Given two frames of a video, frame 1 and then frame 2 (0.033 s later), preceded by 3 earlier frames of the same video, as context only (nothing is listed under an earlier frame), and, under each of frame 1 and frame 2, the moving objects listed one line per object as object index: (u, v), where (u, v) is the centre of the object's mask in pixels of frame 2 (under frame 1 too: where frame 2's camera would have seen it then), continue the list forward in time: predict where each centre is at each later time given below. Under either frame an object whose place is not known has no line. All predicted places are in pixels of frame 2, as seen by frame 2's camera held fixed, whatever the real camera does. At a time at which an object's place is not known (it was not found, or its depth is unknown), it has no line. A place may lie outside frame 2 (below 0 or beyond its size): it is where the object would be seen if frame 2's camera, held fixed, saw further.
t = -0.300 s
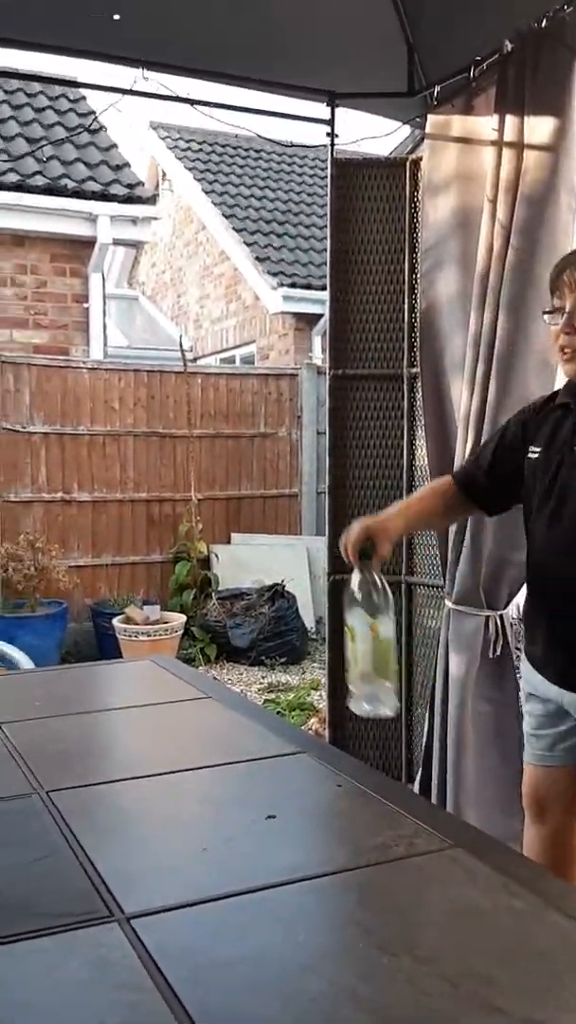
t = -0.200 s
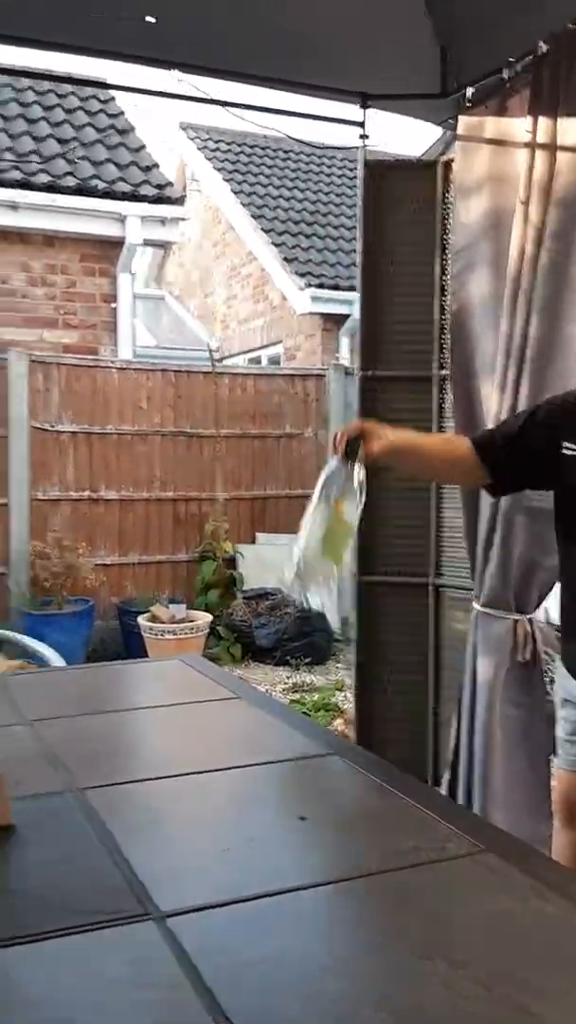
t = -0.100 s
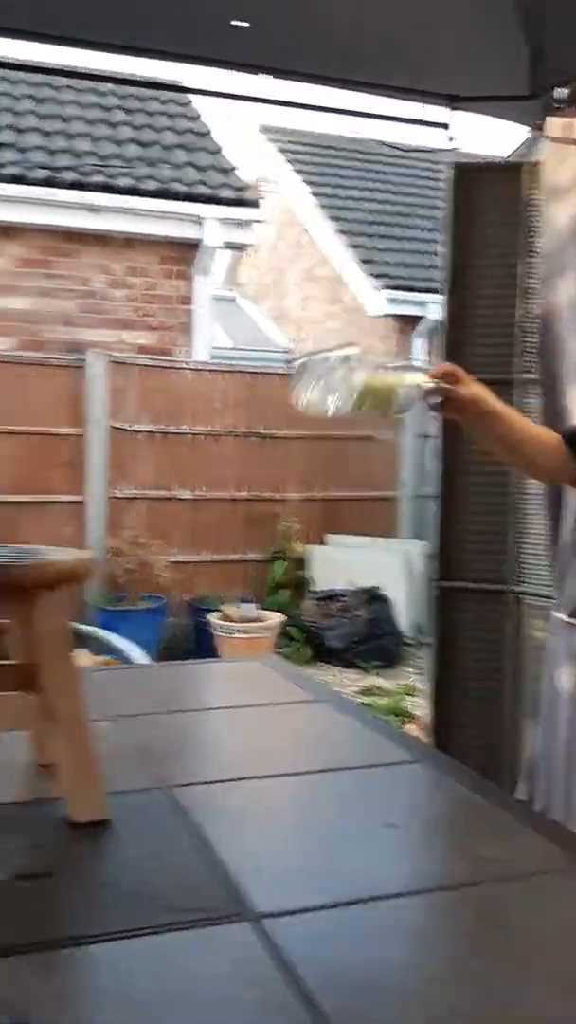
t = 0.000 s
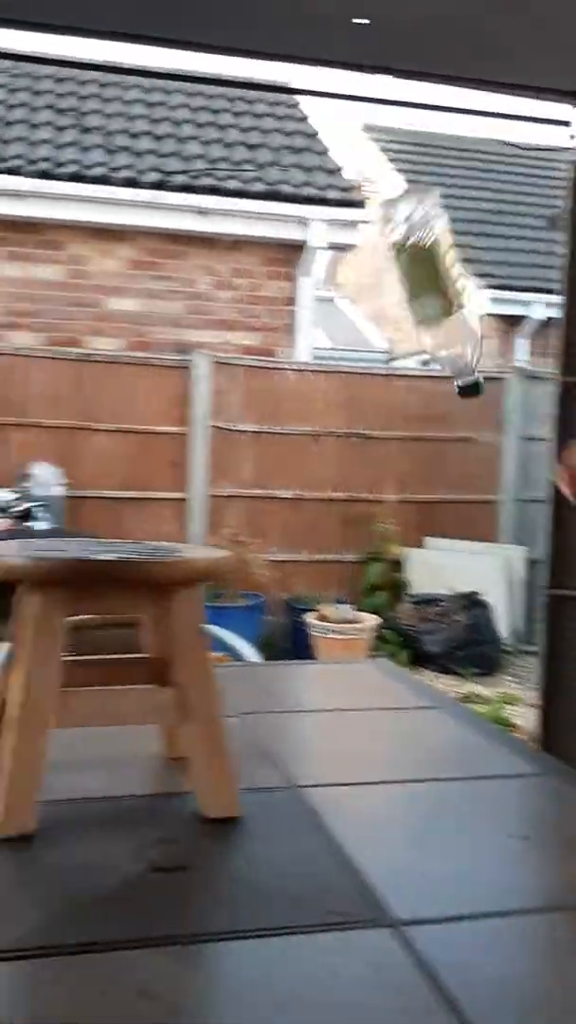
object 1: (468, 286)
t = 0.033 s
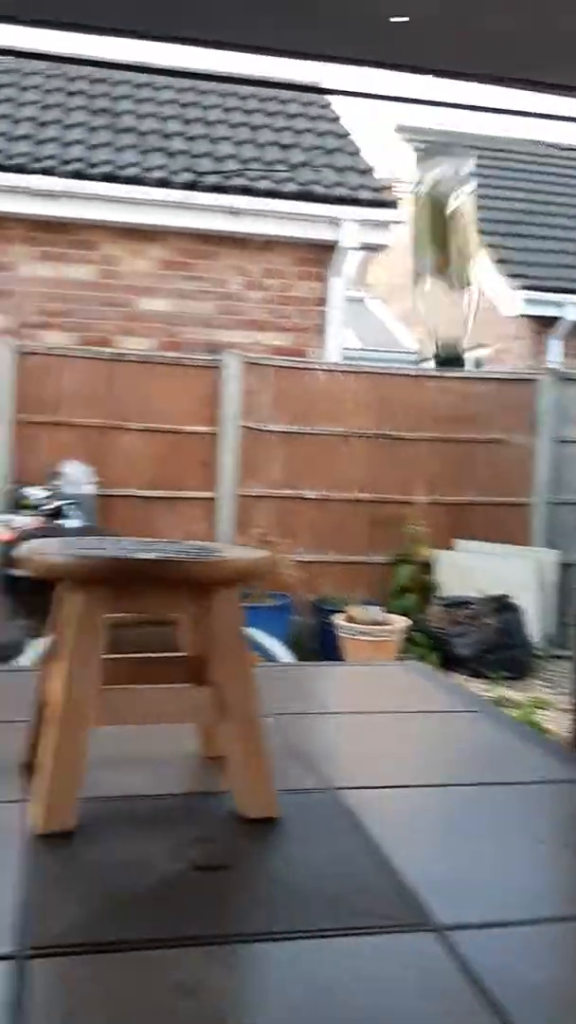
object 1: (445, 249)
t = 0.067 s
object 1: (418, 214)
